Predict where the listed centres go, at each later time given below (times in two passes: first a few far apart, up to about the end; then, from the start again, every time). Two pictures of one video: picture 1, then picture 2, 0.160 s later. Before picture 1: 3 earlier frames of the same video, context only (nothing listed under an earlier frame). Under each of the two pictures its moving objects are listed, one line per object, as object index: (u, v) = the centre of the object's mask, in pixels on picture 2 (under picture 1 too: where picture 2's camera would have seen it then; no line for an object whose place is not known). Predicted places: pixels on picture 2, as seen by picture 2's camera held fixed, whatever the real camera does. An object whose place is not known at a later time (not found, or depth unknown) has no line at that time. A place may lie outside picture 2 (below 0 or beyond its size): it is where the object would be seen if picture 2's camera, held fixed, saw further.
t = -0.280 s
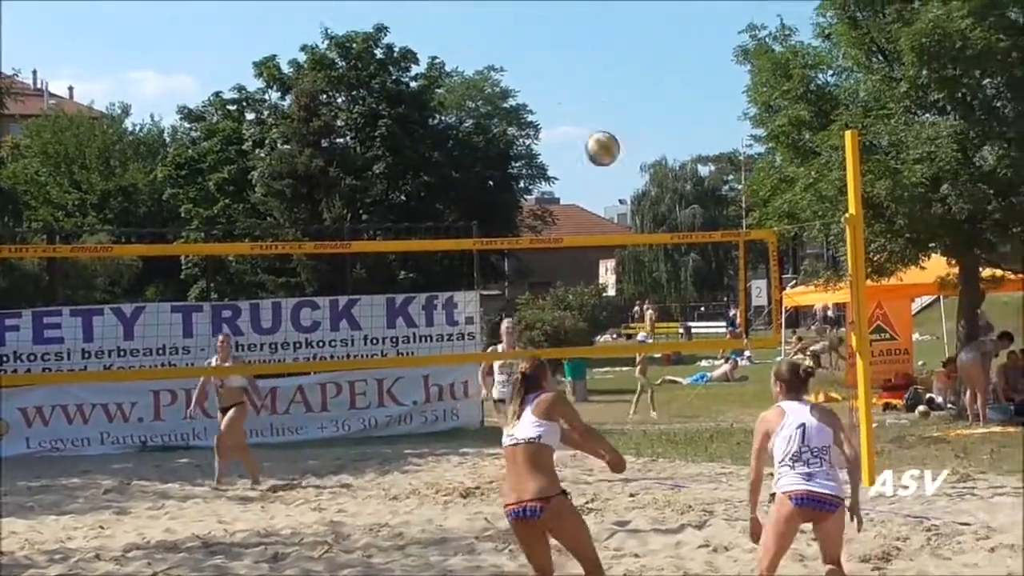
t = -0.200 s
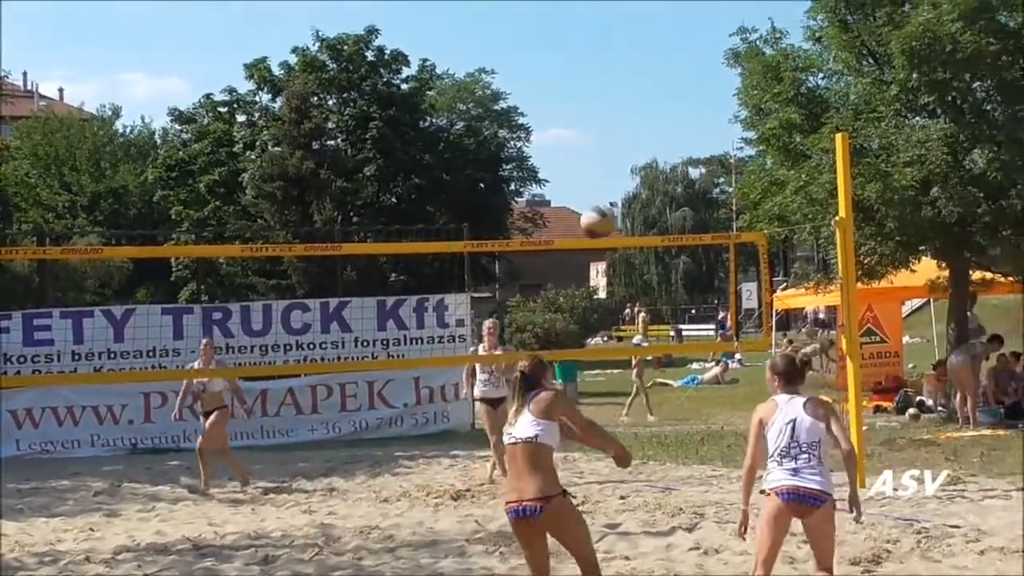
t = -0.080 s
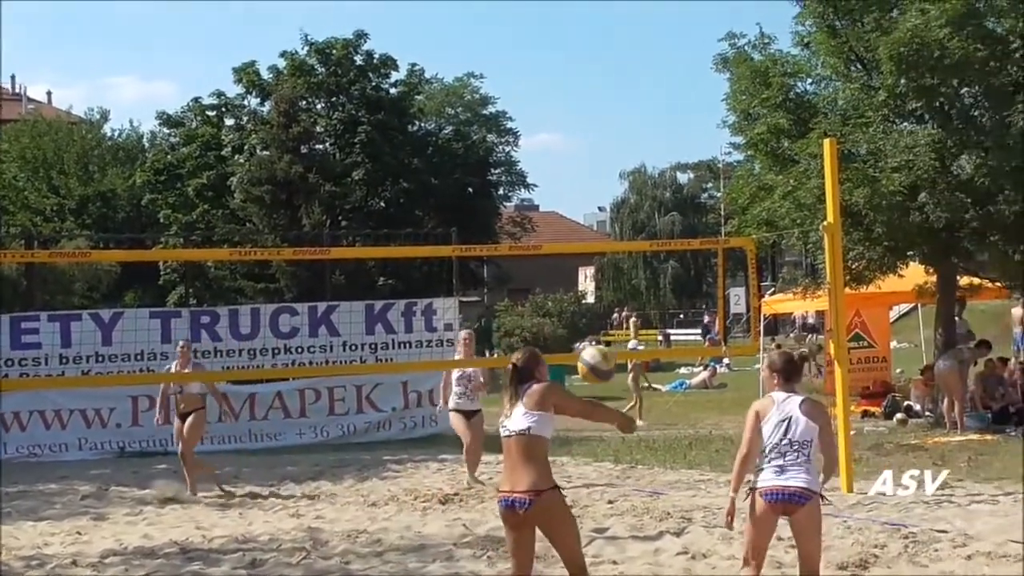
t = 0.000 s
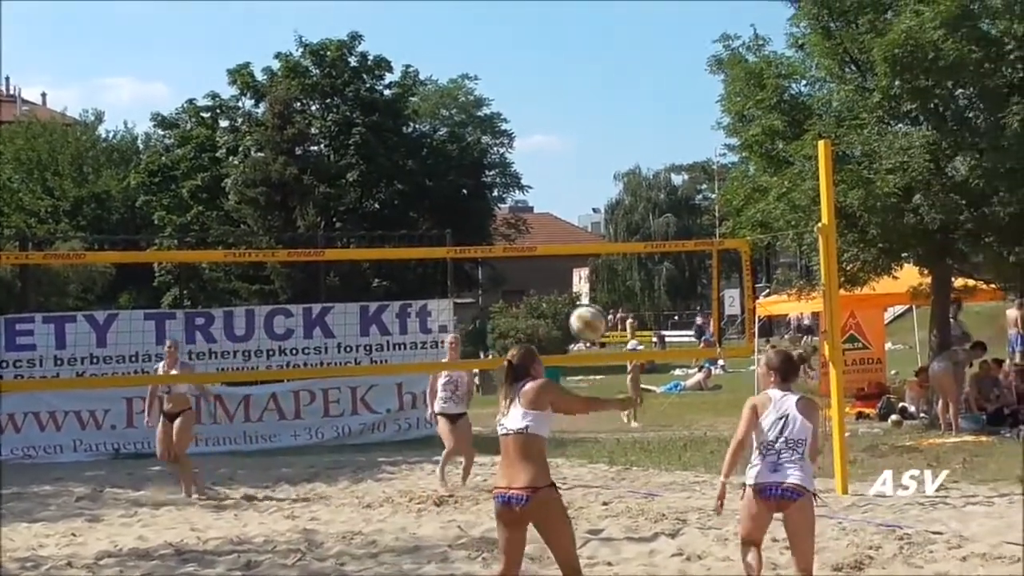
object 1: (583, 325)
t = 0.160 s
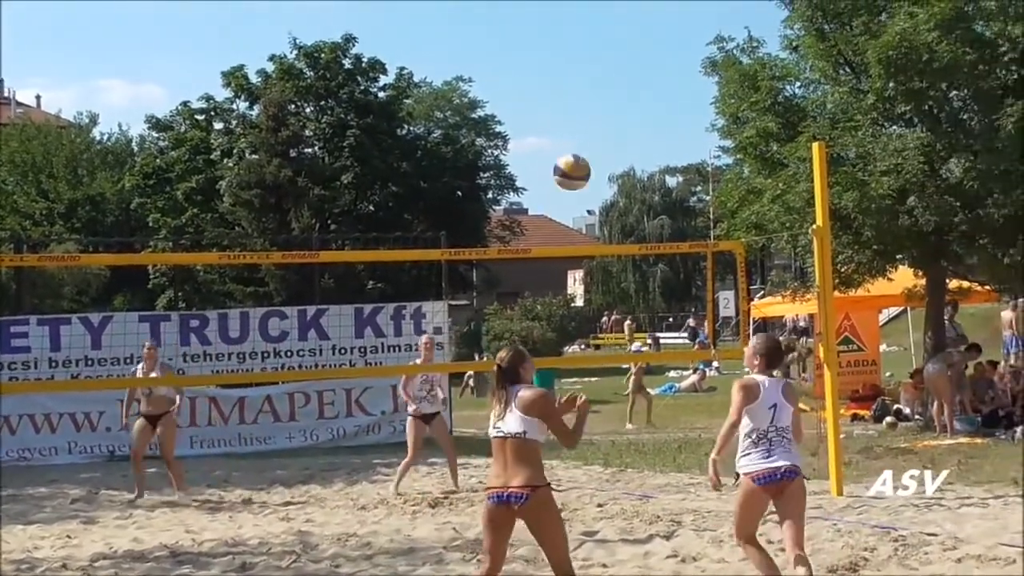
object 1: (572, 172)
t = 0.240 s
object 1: (567, 115)
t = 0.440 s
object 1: (557, 24)
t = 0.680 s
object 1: (549, 3)
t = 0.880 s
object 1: (546, 55)
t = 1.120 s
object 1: (544, 192)
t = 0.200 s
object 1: (569, 142)
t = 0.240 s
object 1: (567, 115)
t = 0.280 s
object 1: (564, 91)
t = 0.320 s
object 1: (562, 70)
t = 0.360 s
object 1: (561, 52)
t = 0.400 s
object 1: (560, 36)
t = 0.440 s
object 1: (557, 24)
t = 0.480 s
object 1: (556, 14)
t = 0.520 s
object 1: (554, 8)
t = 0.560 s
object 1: (553, 5)
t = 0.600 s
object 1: (552, 3)
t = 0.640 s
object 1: (551, 2)
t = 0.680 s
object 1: (549, 3)
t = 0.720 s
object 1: (549, 9)
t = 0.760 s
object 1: (549, 18)
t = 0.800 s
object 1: (547, 27)
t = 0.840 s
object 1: (546, 41)
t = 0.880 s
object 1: (546, 55)
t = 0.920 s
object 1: (545, 73)
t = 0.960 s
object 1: (545, 93)
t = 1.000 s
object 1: (544, 114)
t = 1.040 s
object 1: (545, 138)
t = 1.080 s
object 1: (545, 164)
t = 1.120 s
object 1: (544, 192)
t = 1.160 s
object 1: (544, 222)
